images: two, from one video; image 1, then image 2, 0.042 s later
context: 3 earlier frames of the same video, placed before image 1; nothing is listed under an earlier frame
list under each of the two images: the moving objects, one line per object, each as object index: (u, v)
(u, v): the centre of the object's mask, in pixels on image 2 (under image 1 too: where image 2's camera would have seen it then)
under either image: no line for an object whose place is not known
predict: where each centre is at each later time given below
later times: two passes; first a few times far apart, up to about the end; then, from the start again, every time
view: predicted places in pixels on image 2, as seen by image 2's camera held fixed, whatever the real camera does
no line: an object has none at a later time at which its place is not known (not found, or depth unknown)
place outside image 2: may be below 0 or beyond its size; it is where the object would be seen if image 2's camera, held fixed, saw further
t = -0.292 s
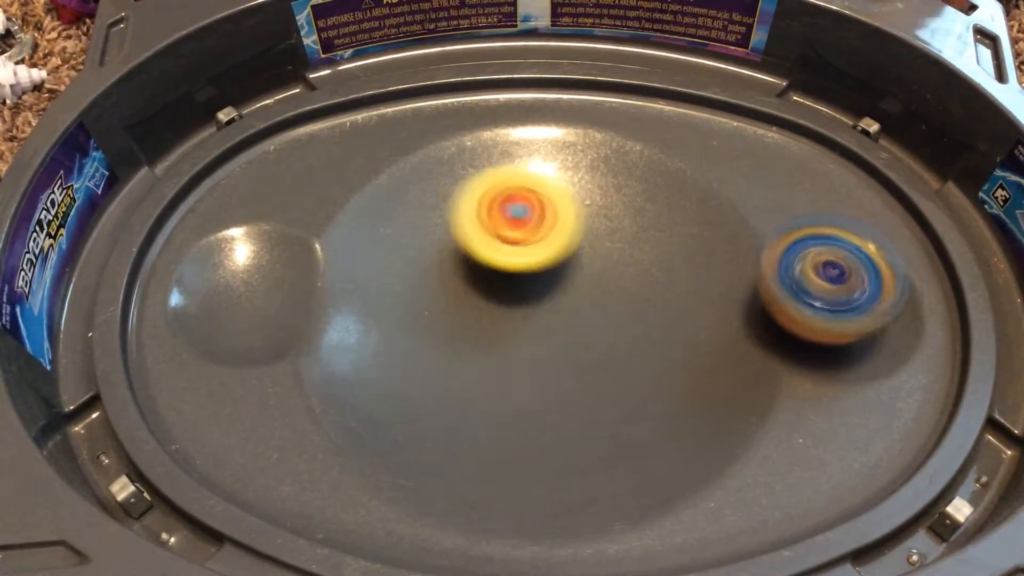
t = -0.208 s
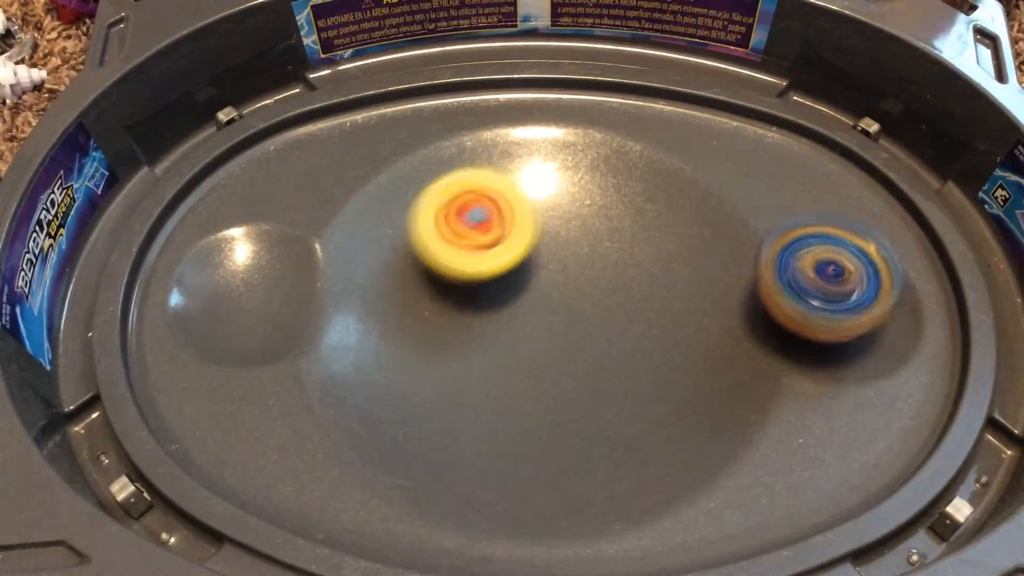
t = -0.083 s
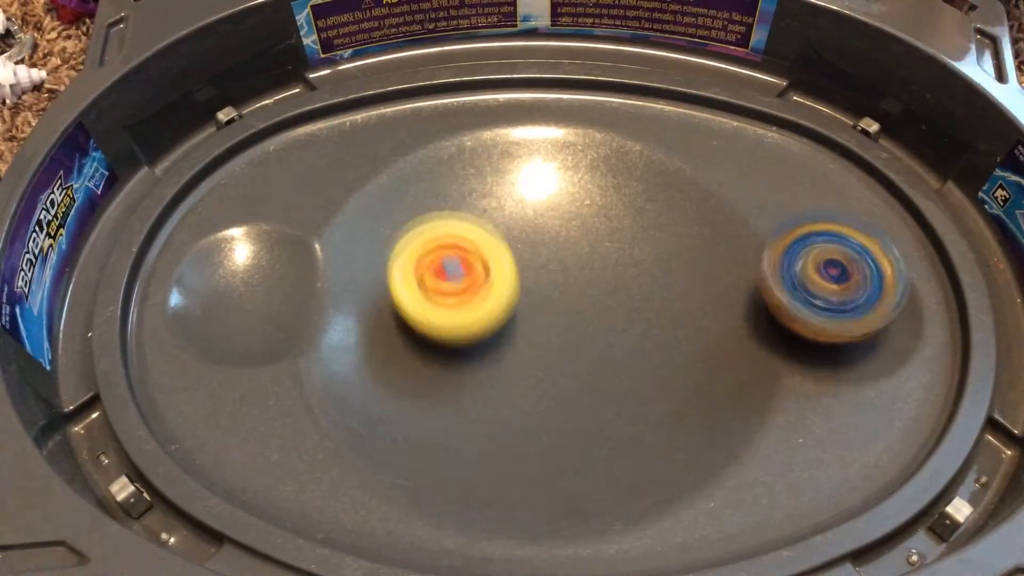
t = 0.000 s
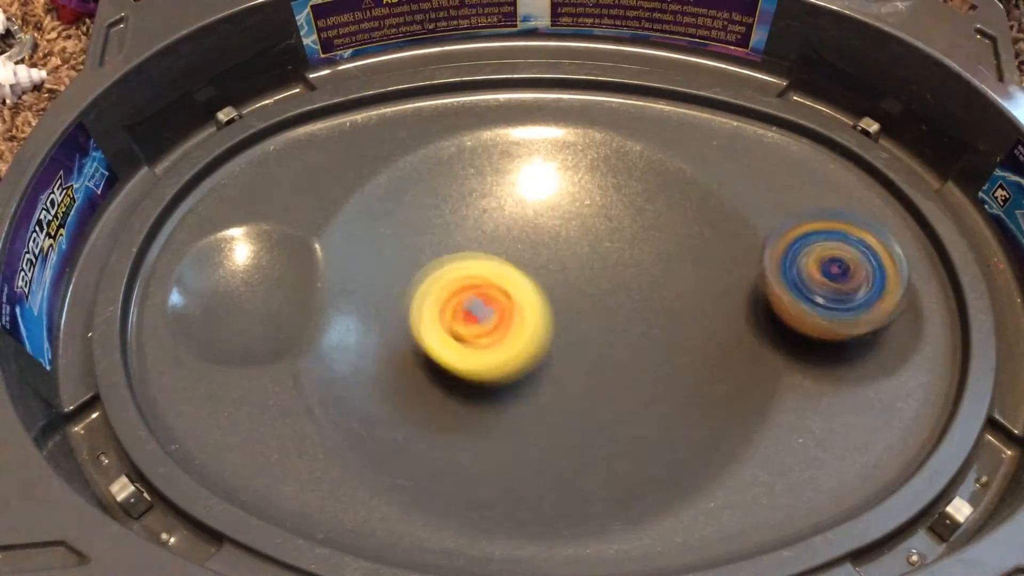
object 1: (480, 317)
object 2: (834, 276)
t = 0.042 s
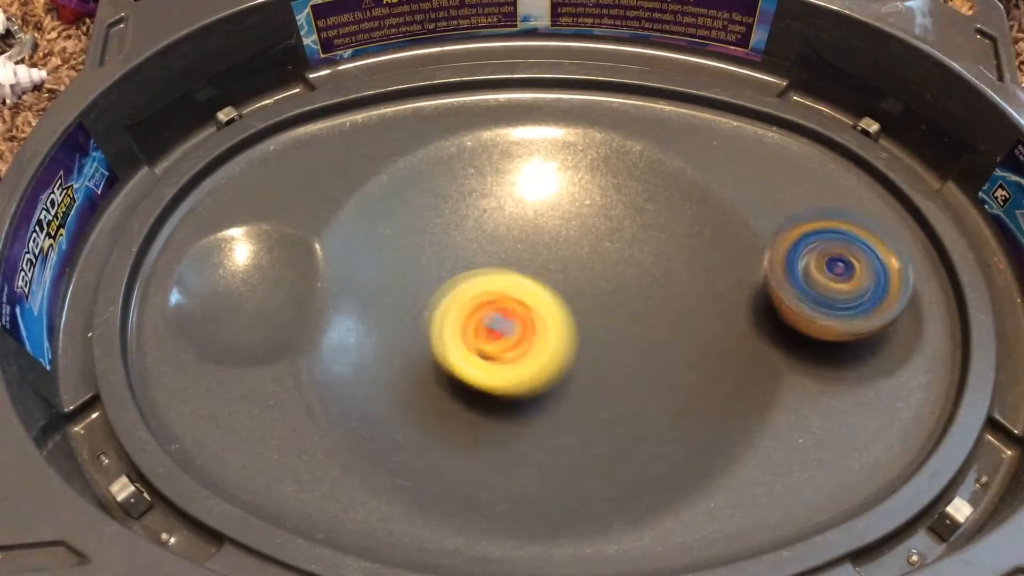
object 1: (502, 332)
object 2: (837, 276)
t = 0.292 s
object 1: (643, 316)
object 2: (837, 279)
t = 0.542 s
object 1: (570, 251)
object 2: (836, 281)
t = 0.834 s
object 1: (470, 346)
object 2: (829, 276)
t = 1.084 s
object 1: (571, 346)
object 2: (836, 276)
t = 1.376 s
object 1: (532, 233)
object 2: (837, 282)
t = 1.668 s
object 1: (494, 308)
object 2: (831, 278)
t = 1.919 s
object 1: (615, 324)
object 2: (833, 276)
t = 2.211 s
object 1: (554, 269)
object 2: (837, 280)
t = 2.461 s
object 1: (481, 336)
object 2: (832, 279)
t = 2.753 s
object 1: (565, 320)
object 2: (834, 277)
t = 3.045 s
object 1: (512, 243)
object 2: (835, 280)
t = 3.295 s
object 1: (514, 312)
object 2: (833, 279)
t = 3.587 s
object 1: (616, 308)
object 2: (833, 276)
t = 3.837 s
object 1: (543, 278)
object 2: (837, 280)
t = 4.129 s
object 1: (492, 341)
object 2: (832, 278)
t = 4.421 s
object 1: (563, 296)
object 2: (836, 278)
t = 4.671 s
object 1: (523, 251)
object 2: (838, 280)
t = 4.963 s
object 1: (533, 320)
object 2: (834, 278)
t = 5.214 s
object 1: (598, 318)
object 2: (834, 282)
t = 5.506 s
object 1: (533, 282)
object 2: (833, 277)
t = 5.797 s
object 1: (491, 321)
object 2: (830, 277)
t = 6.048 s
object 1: (555, 316)
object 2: (820, 293)
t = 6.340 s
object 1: (562, 261)
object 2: (825, 293)
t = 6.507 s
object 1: (529, 272)
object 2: (825, 293)
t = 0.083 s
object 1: (526, 342)
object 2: (834, 274)
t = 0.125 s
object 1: (553, 347)
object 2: (837, 276)
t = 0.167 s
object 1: (581, 346)
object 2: (836, 275)
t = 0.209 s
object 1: (606, 341)
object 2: (837, 277)
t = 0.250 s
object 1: (627, 331)
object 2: (838, 278)
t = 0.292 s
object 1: (643, 316)
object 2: (837, 279)
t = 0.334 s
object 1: (651, 298)
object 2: (838, 281)
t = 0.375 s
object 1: (648, 280)
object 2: (837, 281)
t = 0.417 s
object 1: (637, 265)
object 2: (839, 282)
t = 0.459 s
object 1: (619, 255)
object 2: (837, 281)
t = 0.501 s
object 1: (595, 250)
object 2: (837, 282)
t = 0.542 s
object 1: (570, 251)
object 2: (836, 281)
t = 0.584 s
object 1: (545, 257)
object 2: (836, 282)
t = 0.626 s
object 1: (522, 266)
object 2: (834, 280)
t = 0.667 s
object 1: (502, 279)
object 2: (833, 280)
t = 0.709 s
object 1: (485, 294)
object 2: (833, 279)
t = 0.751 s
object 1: (473, 311)
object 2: (829, 278)
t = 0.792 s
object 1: (468, 329)
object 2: (832, 278)
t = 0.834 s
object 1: (470, 346)
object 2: (829, 276)
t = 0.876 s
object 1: (479, 362)
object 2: (834, 278)
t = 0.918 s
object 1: (494, 372)
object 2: (831, 276)
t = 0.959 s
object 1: (515, 376)
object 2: (836, 278)
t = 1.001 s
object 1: (537, 373)
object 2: (833, 276)
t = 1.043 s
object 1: (557, 362)
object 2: (837, 277)
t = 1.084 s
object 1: (571, 346)
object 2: (836, 276)
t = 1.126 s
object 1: (579, 328)
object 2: (838, 278)
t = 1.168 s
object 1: (581, 309)
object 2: (837, 276)
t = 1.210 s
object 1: (580, 291)
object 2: (839, 279)
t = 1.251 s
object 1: (575, 272)
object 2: (838, 278)
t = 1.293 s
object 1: (564, 256)
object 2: (838, 280)
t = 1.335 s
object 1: (550, 243)
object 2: (836, 279)
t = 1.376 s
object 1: (532, 233)
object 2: (837, 282)
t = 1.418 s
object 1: (513, 229)
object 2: (835, 280)
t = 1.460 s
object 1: (494, 232)
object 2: (836, 282)
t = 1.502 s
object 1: (481, 242)
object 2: (834, 280)
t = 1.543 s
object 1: (474, 258)
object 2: (835, 282)
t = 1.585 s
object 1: (475, 275)
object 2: (832, 280)
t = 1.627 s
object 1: (481, 291)
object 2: (835, 281)
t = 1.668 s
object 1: (494, 308)
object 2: (831, 278)
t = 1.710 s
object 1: (513, 322)
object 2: (834, 279)
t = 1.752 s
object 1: (534, 331)
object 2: (831, 277)
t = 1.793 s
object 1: (556, 336)
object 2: (835, 278)
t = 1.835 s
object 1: (578, 337)
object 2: (832, 275)
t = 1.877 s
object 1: (598, 333)
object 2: (836, 277)
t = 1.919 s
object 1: (615, 324)
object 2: (833, 276)
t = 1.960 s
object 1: (626, 311)
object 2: (837, 277)
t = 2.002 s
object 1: (629, 298)
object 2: (834, 277)
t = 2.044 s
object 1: (624, 285)
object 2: (837, 278)
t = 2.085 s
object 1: (614, 275)
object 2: (837, 280)
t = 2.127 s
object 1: (597, 269)
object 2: (837, 279)
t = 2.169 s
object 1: (575, 267)
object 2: (838, 281)
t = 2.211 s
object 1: (554, 269)
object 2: (837, 280)
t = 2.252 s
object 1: (534, 274)
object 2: (838, 282)
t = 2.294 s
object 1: (515, 282)
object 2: (834, 280)
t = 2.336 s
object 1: (501, 293)
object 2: (837, 281)
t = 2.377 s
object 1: (489, 305)
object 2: (833, 279)
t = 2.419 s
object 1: (481, 320)
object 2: (835, 280)
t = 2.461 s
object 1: (481, 336)
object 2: (832, 279)
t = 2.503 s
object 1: (488, 348)
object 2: (832, 278)
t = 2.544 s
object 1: (499, 356)
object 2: (832, 279)
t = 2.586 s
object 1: (516, 360)
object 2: (832, 277)
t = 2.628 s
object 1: (533, 356)
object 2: (834, 278)
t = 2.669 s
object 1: (548, 346)
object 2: (832, 276)
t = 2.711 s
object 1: (560, 332)
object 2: (837, 278)
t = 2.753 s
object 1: (565, 320)
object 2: (834, 277)
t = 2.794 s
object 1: (569, 303)
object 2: (836, 276)
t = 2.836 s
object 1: (568, 287)
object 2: (837, 279)
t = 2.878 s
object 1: (563, 271)
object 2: (836, 277)
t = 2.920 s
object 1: (554, 259)
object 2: (839, 279)
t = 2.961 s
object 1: (543, 249)
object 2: (836, 278)
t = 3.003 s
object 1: (528, 243)
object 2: (838, 280)
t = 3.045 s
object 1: (512, 243)
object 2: (835, 280)
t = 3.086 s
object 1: (500, 247)
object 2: (835, 279)
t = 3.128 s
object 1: (491, 258)
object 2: (836, 281)
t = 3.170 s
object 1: (489, 271)
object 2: (833, 279)
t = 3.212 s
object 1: (492, 285)
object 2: (836, 281)
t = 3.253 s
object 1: (502, 301)
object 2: (832, 279)
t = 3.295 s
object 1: (514, 312)
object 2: (833, 279)
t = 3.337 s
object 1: (528, 322)
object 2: (834, 280)
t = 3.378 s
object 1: (545, 328)
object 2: (832, 277)
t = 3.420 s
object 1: (564, 332)
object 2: (835, 278)
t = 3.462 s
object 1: (583, 331)
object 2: (833, 277)
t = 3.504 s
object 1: (597, 327)
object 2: (834, 276)
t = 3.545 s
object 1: (609, 319)
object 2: (836, 278)
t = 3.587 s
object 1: (616, 308)
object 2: (833, 276)
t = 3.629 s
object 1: (614, 296)
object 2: (836, 278)
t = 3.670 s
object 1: (607, 287)
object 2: (834, 278)
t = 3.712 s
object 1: (594, 280)
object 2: (835, 278)
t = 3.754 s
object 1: (578, 276)
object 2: (838, 281)
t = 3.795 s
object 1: (560, 275)
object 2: (834, 279)
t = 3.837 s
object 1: (543, 278)
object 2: (837, 280)
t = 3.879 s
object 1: (525, 283)
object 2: (836, 281)
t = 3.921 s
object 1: (511, 290)
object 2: (834, 279)
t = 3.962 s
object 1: (498, 299)
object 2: (836, 280)
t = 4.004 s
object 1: (489, 309)
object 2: (834, 279)
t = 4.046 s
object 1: (484, 321)
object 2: (836, 278)
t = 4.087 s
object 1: (486, 332)
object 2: (837, 280)
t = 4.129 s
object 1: (492, 341)
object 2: (832, 278)
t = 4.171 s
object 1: (505, 346)
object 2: (835, 277)
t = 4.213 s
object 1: (520, 346)
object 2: (836, 278)
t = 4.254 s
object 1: (534, 341)
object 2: (835, 277)
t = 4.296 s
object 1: (546, 333)
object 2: (836, 280)
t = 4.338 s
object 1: (556, 320)
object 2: (832, 279)
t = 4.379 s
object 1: (561, 306)
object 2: (833, 276)
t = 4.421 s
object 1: (563, 296)
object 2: (836, 278)
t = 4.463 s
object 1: (564, 281)
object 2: (835, 279)
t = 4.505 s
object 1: (560, 268)
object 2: (835, 279)
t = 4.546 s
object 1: (553, 259)
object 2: (835, 280)
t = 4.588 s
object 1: (545, 253)
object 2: (830, 278)
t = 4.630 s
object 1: (535, 250)
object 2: (835, 277)
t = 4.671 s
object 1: (523, 251)
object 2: (838, 280)
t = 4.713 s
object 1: (515, 256)
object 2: (835, 279)
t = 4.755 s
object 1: (509, 265)
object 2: (835, 279)
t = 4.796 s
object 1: (507, 276)
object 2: (833, 279)
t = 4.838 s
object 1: (509, 288)
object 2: (831, 275)
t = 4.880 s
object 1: (513, 300)
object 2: (835, 276)
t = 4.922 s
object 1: (524, 312)
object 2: (837, 278)
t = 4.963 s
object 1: (533, 320)
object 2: (834, 278)
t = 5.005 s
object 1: (545, 328)
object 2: (835, 280)
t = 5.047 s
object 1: (560, 332)
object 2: (831, 281)
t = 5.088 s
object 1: (572, 334)
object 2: (828, 277)
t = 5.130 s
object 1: (584, 331)
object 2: (832, 278)
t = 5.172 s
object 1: (593, 325)
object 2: (836, 282)
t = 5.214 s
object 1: (598, 318)
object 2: (834, 282)
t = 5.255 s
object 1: (598, 308)
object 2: (834, 281)
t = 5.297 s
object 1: (594, 301)
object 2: (834, 281)
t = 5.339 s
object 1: (587, 293)
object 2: (830, 277)
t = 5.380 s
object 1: (575, 287)
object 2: (837, 275)
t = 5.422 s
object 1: (562, 283)
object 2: (841, 280)
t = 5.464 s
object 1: (549, 281)
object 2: (837, 280)
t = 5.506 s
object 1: (533, 282)
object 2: (833, 277)
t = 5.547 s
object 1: (520, 282)
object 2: (833, 277)
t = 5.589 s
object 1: (509, 287)
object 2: (832, 276)
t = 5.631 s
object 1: (498, 292)
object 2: (836, 277)
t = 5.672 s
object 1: (490, 299)
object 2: (841, 281)
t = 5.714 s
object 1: (487, 306)
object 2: (838, 282)
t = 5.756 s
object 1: (487, 313)
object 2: (832, 280)
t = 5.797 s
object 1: (491, 321)
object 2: (830, 277)
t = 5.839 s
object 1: (499, 326)
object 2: (830, 277)
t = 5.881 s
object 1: (509, 329)
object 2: (832, 278)
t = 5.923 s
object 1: (521, 329)
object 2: (836, 283)
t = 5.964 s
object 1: (533, 328)
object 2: (838, 291)
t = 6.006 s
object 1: (546, 323)
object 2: (830, 294)
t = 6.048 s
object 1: (555, 316)
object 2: (820, 293)
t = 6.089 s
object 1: (565, 306)
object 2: (816, 288)
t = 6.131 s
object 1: (570, 299)
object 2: (820, 285)
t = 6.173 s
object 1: (575, 288)
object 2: (823, 286)
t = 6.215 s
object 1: (575, 279)
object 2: (831, 286)
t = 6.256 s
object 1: (573, 272)
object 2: (829, 288)
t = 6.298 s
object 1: (569, 265)
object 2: (824, 292)
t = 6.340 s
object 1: (562, 261)
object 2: (825, 293)
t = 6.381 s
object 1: (554, 259)
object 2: (825, 293)
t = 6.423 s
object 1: (545, 261)
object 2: (825, 293)
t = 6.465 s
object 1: (537, 265)
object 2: (825, 293)
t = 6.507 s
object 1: (529, 272)
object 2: (825, 293)
